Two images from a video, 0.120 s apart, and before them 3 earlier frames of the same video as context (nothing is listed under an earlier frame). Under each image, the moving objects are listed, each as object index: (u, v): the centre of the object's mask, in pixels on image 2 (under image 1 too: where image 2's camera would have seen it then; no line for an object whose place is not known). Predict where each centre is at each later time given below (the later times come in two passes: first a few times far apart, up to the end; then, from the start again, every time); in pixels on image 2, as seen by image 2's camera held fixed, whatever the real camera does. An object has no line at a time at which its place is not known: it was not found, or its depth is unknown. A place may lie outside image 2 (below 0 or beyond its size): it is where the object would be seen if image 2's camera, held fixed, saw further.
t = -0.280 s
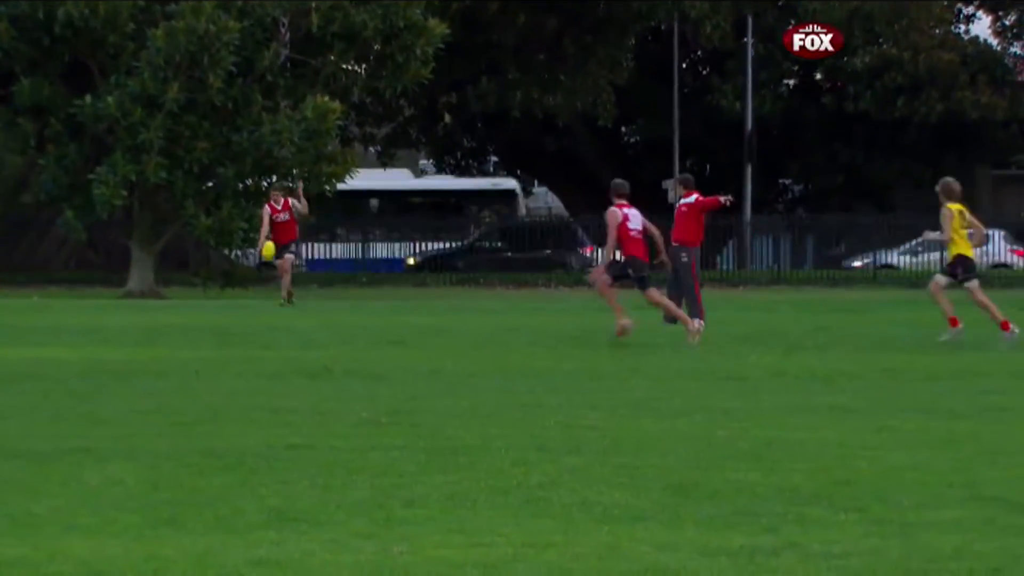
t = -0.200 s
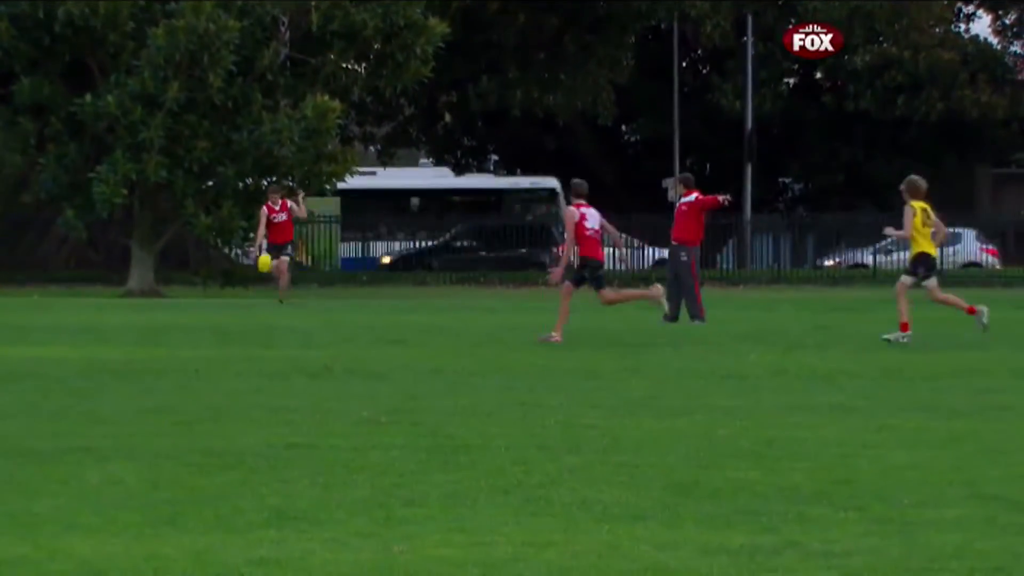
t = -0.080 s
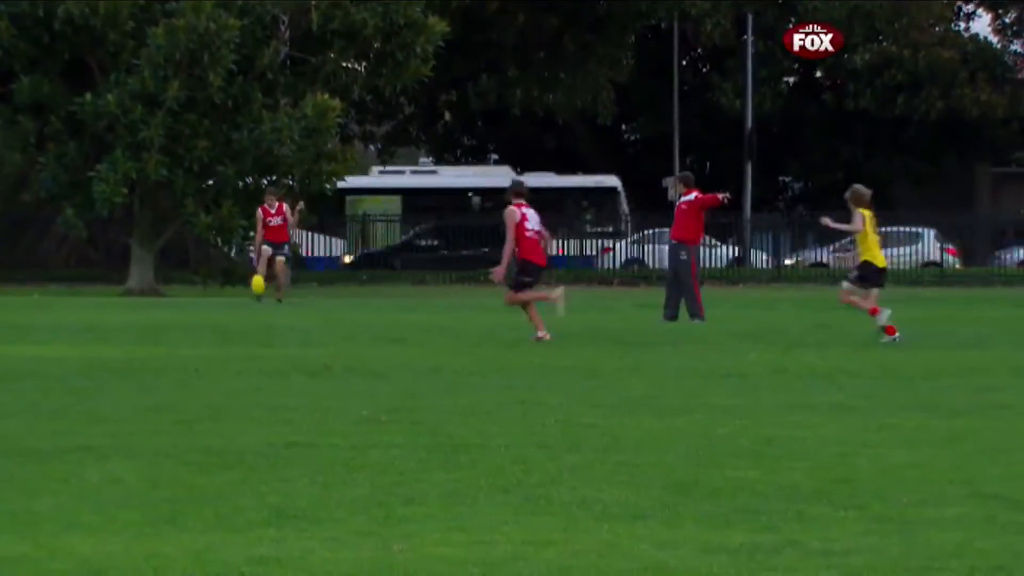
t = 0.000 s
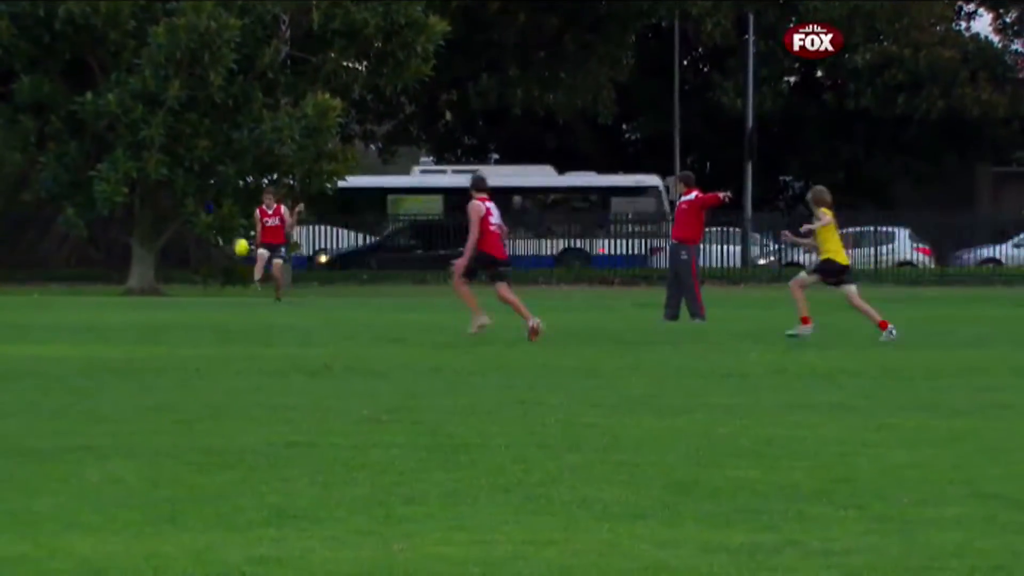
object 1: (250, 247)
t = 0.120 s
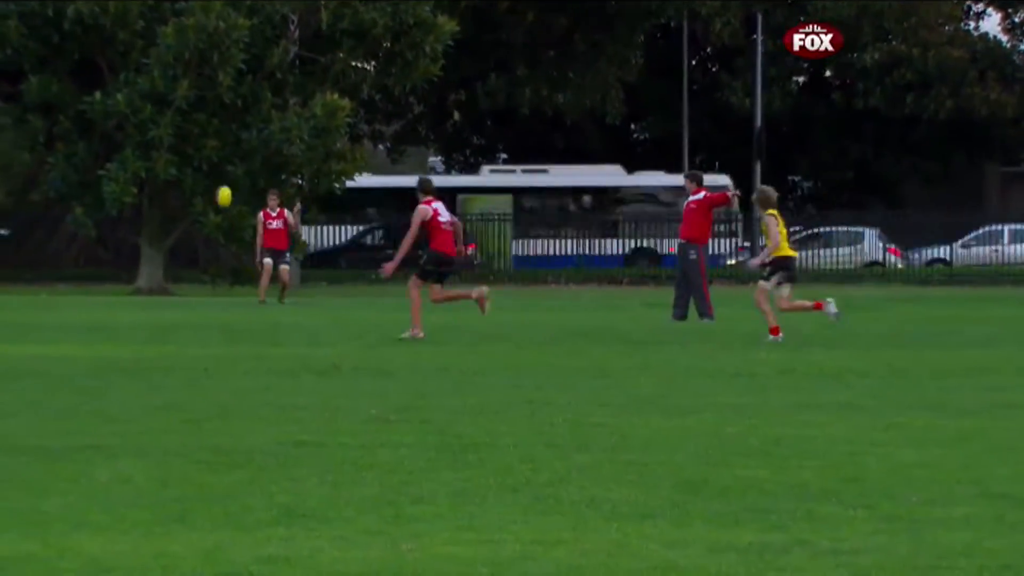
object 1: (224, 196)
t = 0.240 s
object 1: (198, 153)
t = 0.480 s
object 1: (148, 91)
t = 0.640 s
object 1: (116, 69)
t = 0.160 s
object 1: (215, 181)
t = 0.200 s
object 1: (206, 168)
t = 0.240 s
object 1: (198, 153)
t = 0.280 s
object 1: (189, 141)
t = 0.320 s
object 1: (181, 128)
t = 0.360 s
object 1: (172, 118)
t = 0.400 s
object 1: (164, 108)
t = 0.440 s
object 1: (156, 98)
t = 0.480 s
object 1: (148, 91)
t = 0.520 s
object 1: (140, 83)
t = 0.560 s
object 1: (132, 77)
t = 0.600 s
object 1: (124, 72)
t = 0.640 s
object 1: (116, 69)
